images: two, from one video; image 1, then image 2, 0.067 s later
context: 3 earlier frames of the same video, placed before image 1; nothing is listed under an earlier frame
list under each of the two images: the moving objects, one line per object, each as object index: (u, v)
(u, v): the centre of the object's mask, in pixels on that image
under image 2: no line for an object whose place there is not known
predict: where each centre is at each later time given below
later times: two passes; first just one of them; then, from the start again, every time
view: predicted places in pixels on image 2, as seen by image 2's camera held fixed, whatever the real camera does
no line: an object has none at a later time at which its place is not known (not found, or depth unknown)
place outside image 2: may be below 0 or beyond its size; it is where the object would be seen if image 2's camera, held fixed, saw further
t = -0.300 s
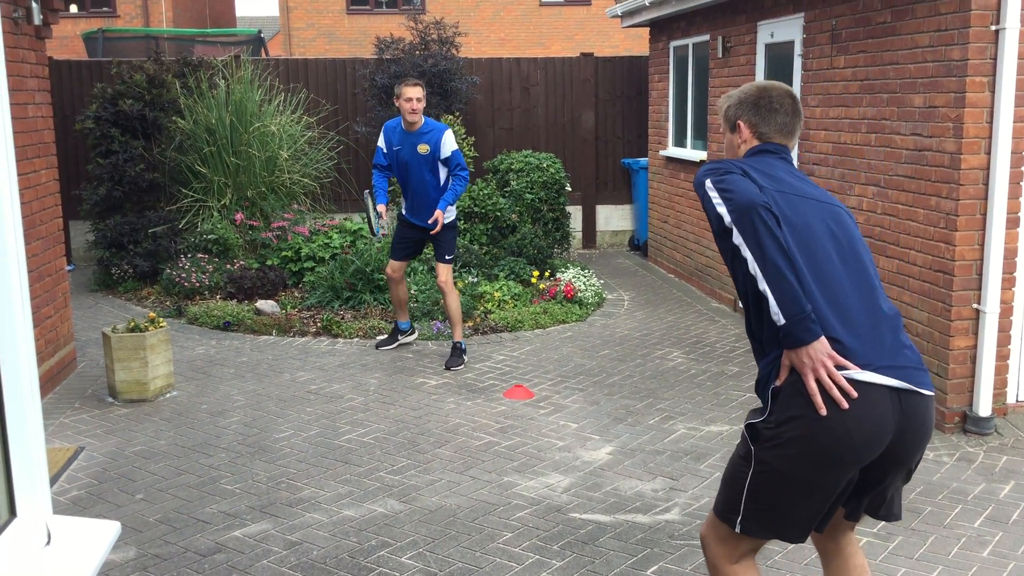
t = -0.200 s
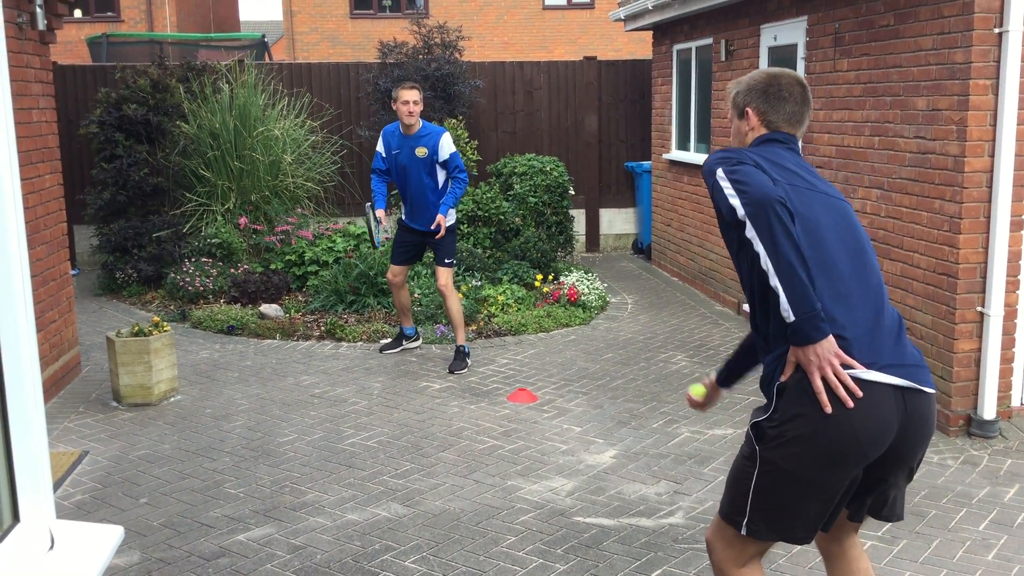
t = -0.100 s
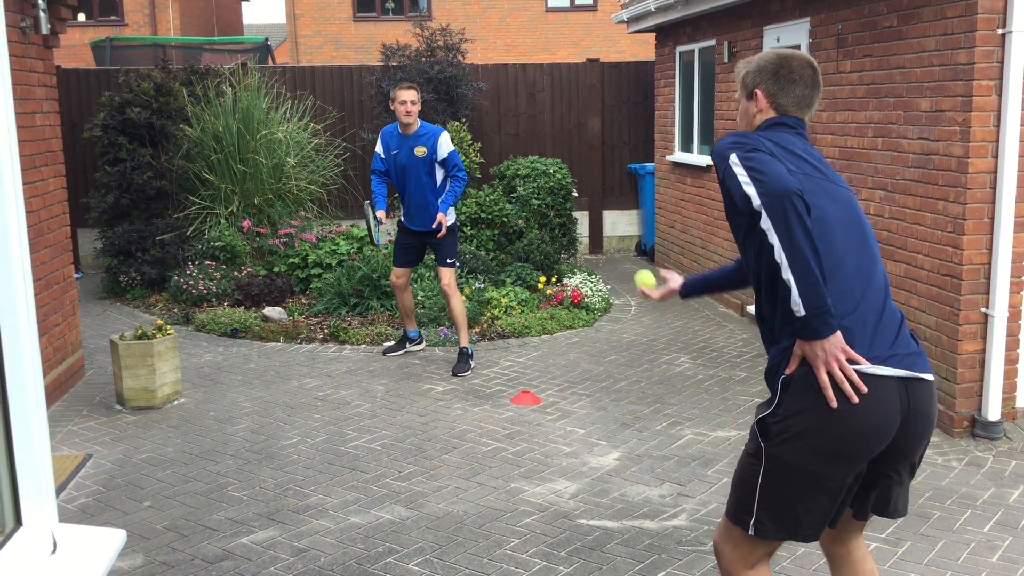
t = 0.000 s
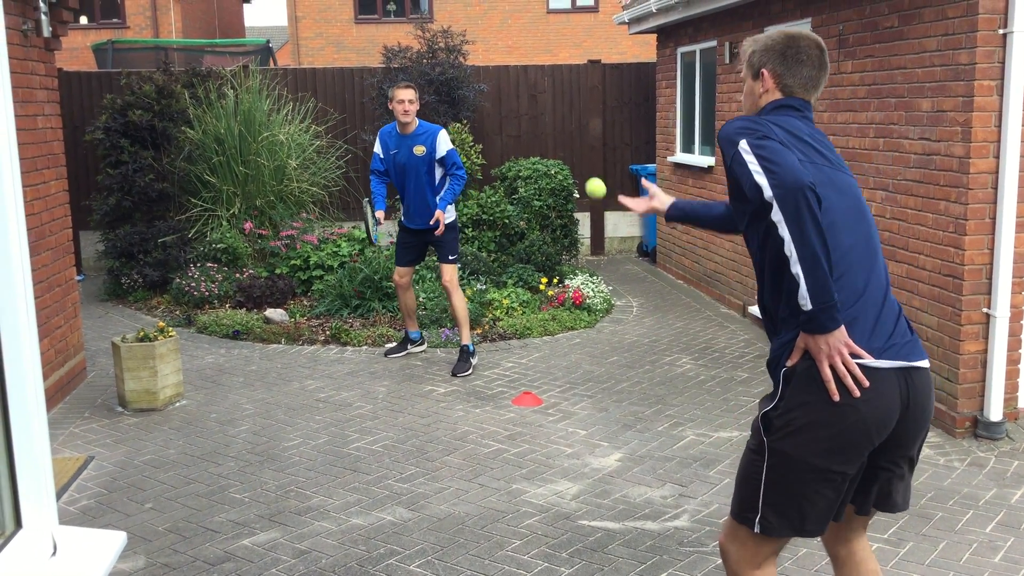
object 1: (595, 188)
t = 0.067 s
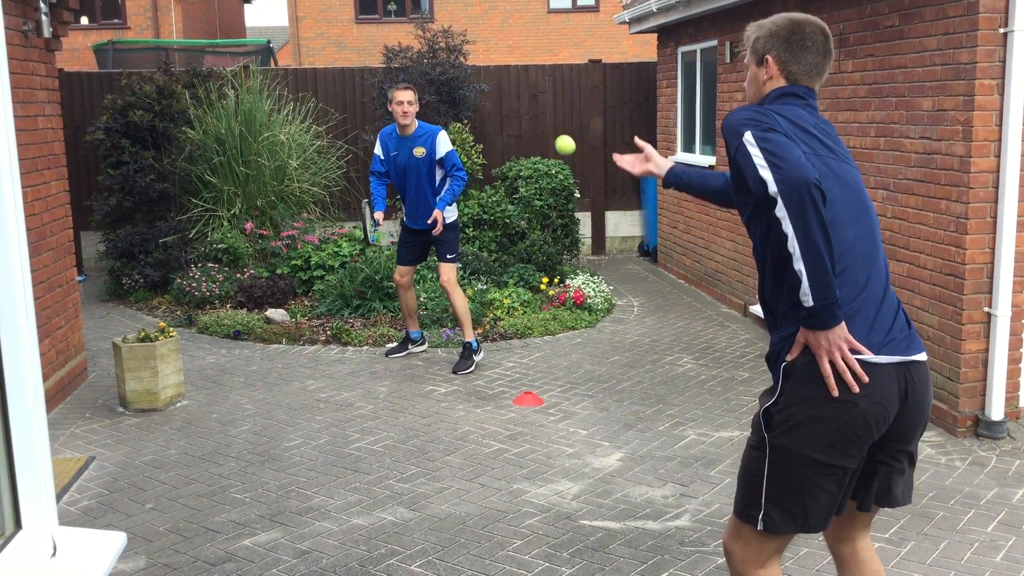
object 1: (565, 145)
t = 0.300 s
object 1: (472, 101)
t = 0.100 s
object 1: (550, 129)
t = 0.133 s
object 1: (536, 117)
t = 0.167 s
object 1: (522, 107)
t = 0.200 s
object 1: (509, 101)
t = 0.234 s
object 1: (496, 98)
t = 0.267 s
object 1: (484, 98)
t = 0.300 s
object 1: (472, 101)
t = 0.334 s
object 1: (461, 107)
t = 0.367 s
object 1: (450, 115)
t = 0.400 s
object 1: (440, 125)
